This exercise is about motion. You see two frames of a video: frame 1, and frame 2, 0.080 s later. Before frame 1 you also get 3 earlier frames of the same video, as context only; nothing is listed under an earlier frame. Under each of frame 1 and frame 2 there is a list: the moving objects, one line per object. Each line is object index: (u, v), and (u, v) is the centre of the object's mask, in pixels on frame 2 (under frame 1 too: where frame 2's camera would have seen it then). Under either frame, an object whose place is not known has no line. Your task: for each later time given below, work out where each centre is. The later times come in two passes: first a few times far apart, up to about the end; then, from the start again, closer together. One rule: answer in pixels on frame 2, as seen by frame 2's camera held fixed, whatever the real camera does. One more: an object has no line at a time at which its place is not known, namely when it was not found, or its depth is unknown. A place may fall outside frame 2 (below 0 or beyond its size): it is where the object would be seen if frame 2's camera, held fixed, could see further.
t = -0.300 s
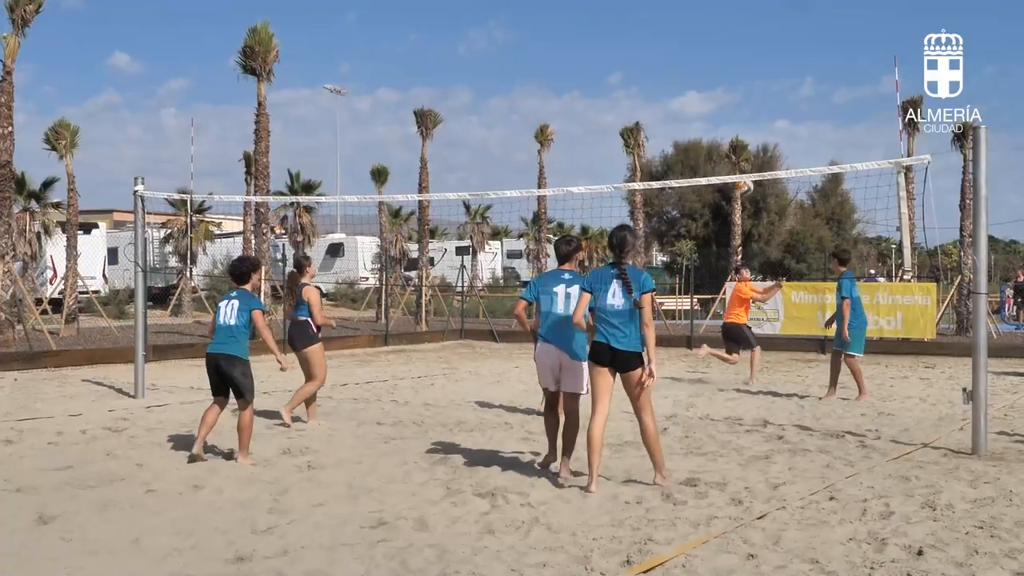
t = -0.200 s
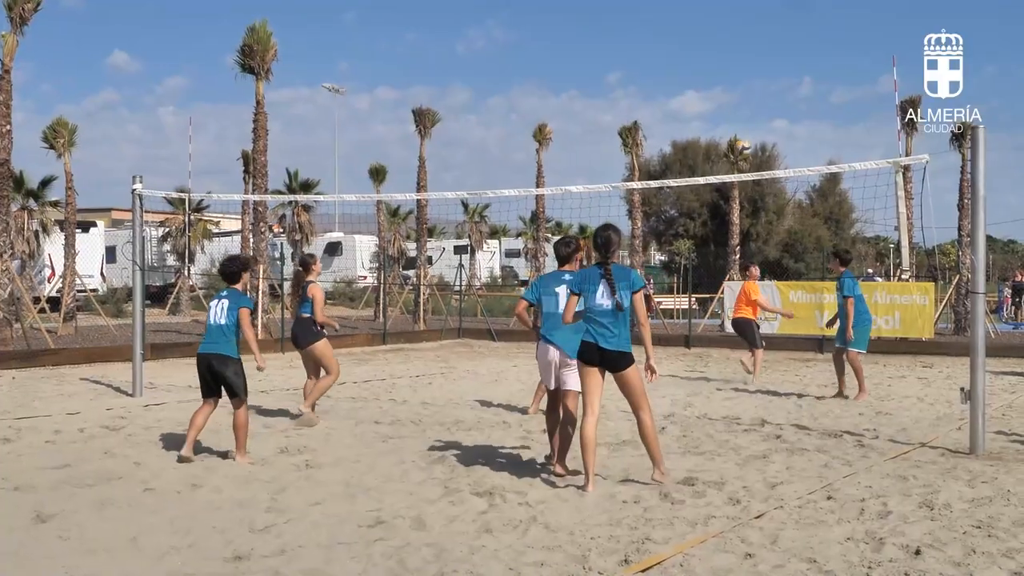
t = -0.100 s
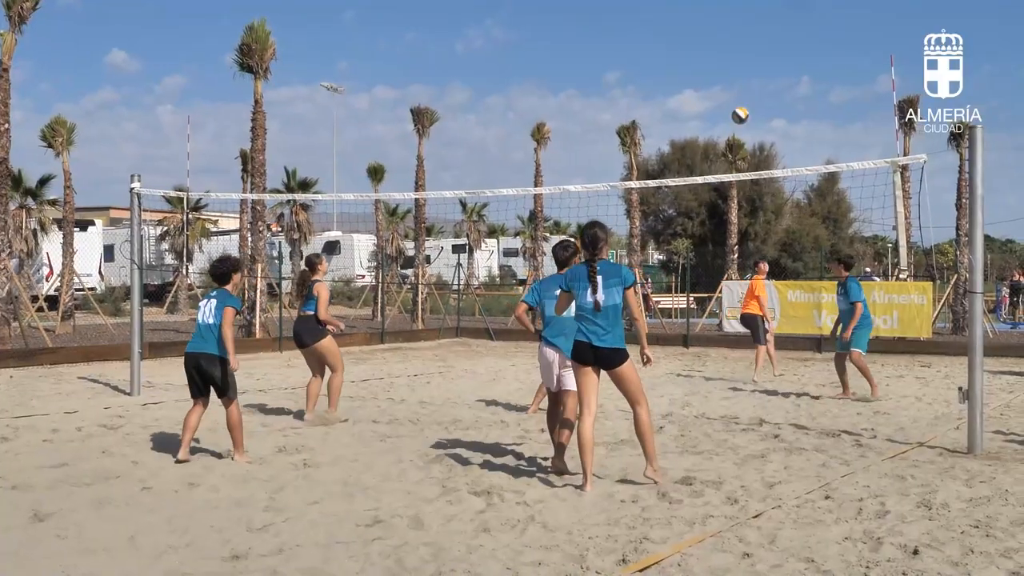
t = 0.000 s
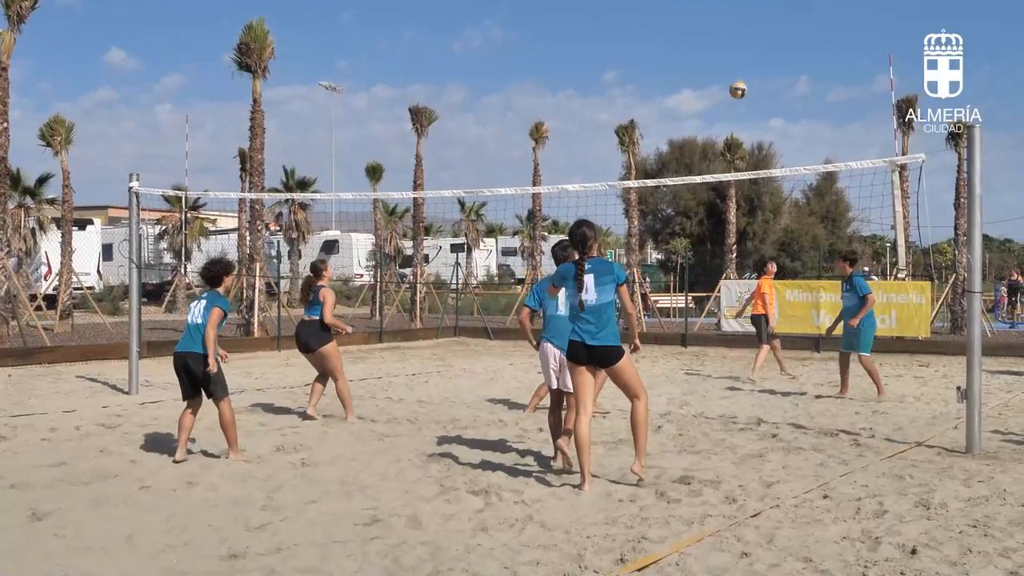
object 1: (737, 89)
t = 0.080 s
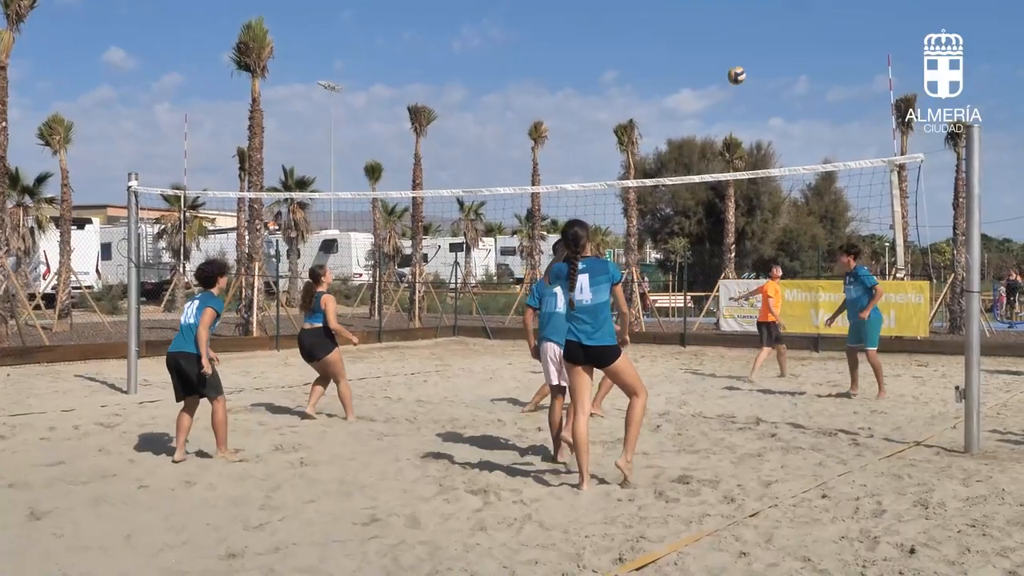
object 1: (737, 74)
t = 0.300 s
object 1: (735, 61)
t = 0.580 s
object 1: (733, 105)
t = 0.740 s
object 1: (734, 163)
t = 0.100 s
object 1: (736, 70)
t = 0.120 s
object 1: (737, 68)
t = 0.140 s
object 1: (736, 66)
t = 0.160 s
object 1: (736, 64)
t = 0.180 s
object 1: (736, 62)
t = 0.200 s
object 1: (736, 61)
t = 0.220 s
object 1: (736, 61)
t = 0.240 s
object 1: (736, 61)
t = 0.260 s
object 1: (735, 61)
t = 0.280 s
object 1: (735, 61)
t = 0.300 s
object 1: (735, 61)
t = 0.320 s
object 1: (735, 62)
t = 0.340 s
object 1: (735, 63)
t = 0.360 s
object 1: (735, 64)
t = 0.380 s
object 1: (735, 66)
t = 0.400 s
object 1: (734, 68)
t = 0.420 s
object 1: (734, 71)
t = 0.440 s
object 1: (734, 74)
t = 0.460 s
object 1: (734, 77)
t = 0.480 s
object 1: (734, 81)
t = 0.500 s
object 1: (734, 86)
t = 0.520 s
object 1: (734, 90)
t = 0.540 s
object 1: (733, 95)
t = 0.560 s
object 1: (733, 100)
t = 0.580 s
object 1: (733, 105)
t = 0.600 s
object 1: (733, 112)
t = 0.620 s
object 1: (733, 117)
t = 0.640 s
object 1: (733, 125)
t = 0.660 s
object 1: (733, 131)
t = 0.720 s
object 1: (734, 155)
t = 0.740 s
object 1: (734, 163)
